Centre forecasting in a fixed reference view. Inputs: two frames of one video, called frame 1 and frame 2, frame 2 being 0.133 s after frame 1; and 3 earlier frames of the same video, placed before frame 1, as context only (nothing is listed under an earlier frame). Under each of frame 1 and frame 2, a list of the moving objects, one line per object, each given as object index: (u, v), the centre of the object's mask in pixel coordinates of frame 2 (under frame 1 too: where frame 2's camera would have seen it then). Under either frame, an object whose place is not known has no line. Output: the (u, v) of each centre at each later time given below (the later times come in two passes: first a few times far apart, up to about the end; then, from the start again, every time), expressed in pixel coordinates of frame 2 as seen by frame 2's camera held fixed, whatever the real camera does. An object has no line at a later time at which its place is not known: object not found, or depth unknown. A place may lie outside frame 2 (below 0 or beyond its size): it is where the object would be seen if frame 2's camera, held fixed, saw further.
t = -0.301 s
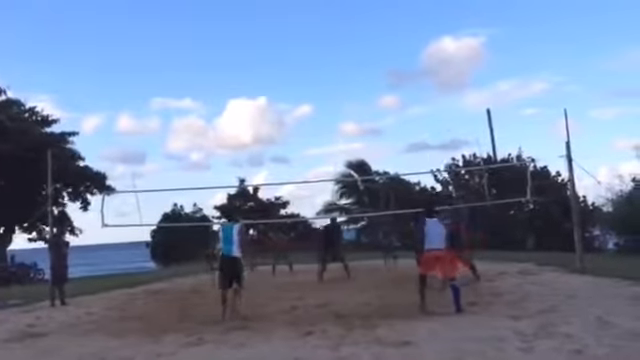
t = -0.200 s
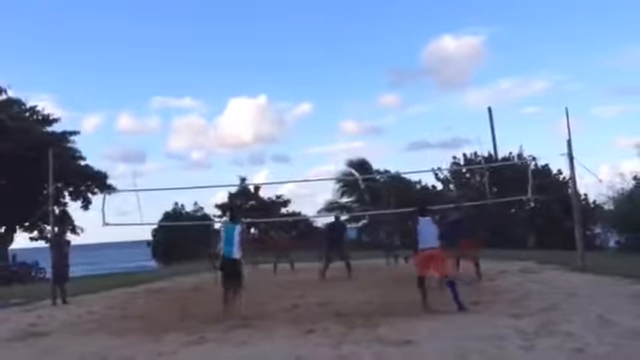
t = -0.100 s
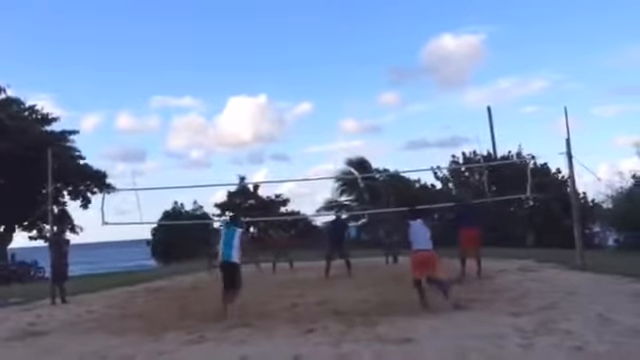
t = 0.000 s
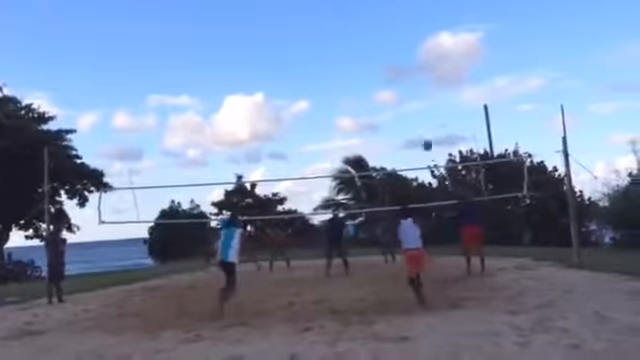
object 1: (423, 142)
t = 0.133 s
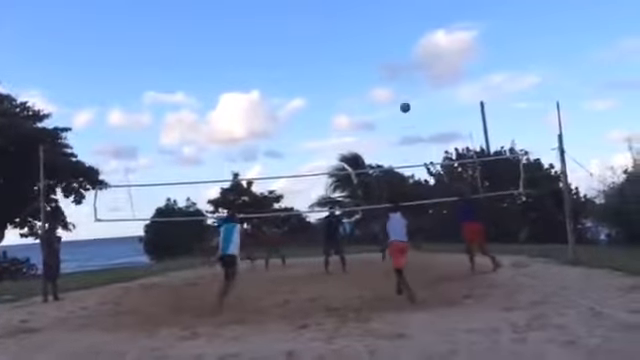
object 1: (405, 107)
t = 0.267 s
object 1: (388, 81)
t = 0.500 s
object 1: (358, 57)
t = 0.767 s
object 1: (326, 61)
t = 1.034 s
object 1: (298, 98)
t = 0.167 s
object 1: (400, 100)
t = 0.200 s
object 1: (396, 94)
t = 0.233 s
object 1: (392, 87)
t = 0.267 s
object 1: (388, 81)
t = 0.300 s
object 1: (383, 76)
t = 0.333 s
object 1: (379, 72)
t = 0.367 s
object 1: (375, 68)
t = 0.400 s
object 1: (371, 64)
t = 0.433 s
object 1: (367, 61)
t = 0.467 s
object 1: (363, 59)
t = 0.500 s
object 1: (358, 57)
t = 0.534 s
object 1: (355, 56)
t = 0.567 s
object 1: (351, 55)
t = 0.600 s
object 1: (347, 55)
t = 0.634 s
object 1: (343, 55)
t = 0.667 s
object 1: (338, 56)
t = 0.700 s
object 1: (335, 57)
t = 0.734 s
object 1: (330, 59)
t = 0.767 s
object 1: (326, 61)
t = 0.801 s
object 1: (323, 64)
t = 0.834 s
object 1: (319, 67)
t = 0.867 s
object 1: (315, 71)
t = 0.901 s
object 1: (312, 75)
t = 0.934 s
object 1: (308, 80)
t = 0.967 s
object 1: (305, 86)
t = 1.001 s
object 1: (301, 92)
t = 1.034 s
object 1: (298, 98)
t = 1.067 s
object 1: (295, 106)
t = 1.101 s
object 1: (291, 113)
